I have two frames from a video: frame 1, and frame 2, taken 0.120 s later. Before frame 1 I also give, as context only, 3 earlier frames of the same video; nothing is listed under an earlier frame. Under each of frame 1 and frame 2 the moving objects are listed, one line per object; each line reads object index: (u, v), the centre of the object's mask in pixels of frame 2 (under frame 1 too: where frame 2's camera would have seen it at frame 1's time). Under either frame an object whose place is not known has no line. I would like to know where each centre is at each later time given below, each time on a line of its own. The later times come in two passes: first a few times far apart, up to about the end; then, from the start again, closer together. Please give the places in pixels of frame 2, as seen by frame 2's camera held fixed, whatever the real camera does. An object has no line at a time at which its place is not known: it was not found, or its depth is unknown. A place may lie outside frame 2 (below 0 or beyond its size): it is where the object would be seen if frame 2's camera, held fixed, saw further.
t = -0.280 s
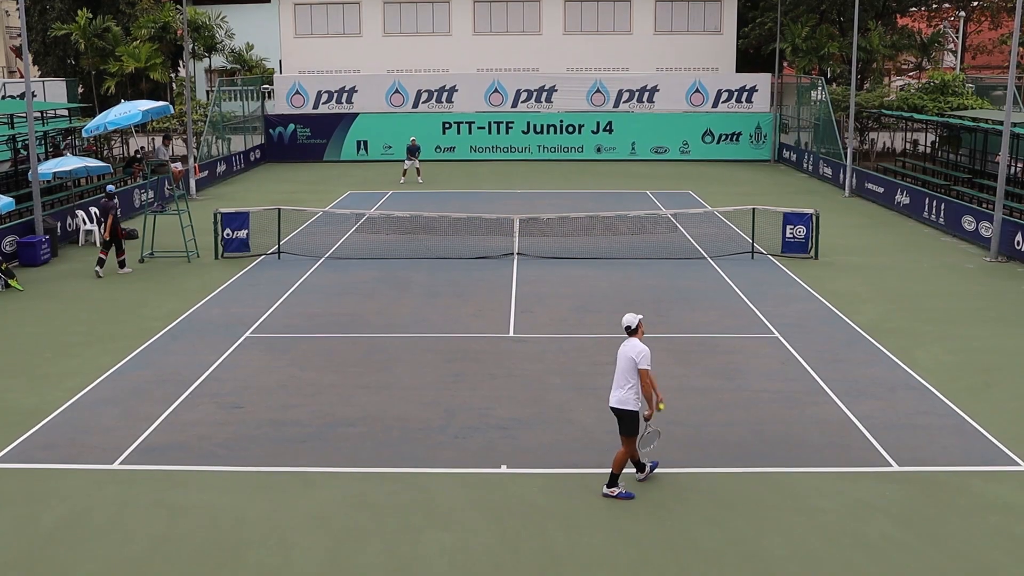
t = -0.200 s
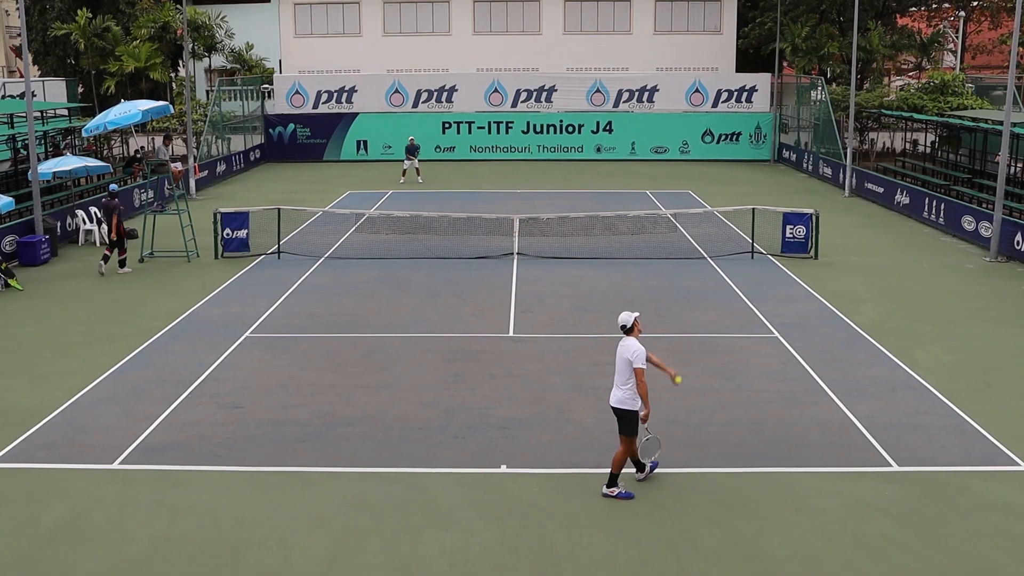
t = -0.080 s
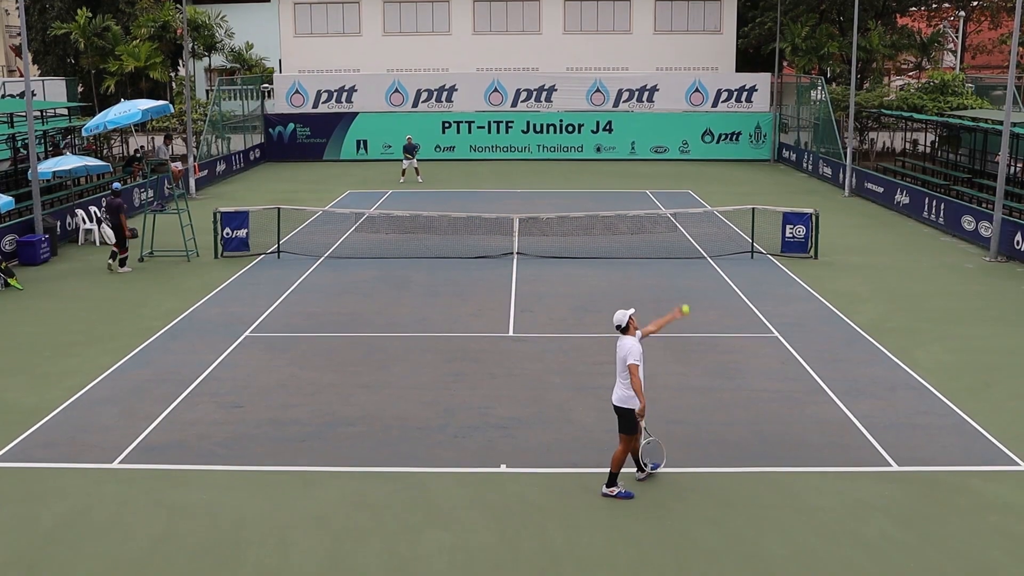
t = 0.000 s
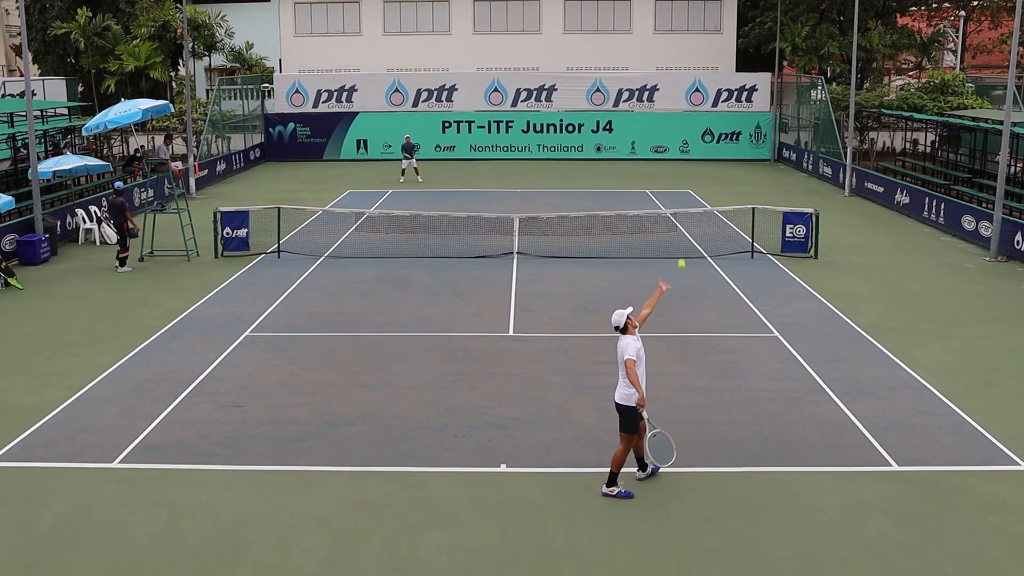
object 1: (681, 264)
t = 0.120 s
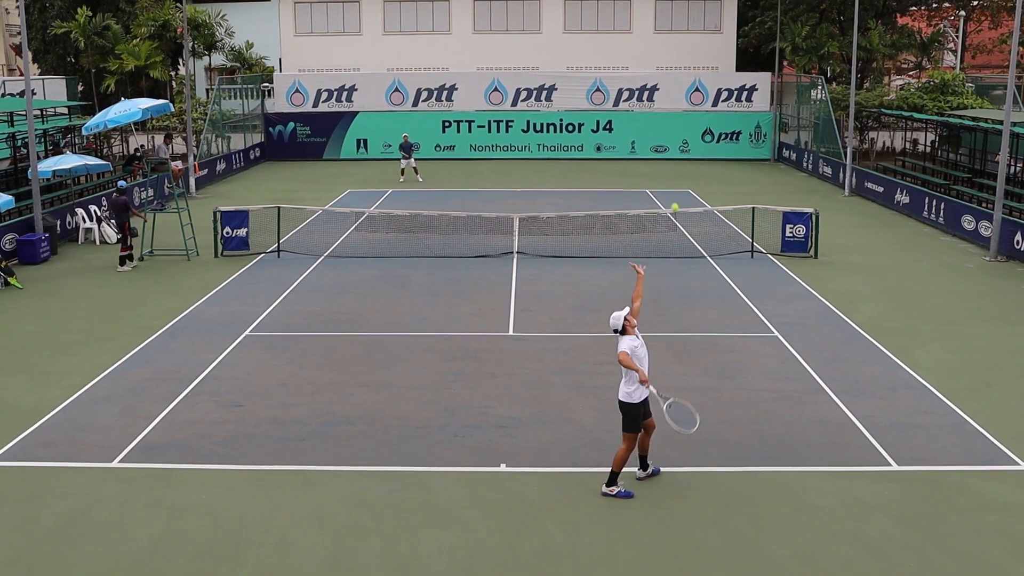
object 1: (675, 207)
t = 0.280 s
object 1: (665, 154)
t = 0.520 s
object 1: (650, 122)
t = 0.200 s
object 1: (670, 177)
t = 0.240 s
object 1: (668, 165)
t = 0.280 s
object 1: (665, 154)
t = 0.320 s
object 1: (663, 145)
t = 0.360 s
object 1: (661, 137)
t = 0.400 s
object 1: (658, 131)
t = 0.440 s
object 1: (655, 126)
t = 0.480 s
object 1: (653, 123)
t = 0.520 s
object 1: (650, 122)
